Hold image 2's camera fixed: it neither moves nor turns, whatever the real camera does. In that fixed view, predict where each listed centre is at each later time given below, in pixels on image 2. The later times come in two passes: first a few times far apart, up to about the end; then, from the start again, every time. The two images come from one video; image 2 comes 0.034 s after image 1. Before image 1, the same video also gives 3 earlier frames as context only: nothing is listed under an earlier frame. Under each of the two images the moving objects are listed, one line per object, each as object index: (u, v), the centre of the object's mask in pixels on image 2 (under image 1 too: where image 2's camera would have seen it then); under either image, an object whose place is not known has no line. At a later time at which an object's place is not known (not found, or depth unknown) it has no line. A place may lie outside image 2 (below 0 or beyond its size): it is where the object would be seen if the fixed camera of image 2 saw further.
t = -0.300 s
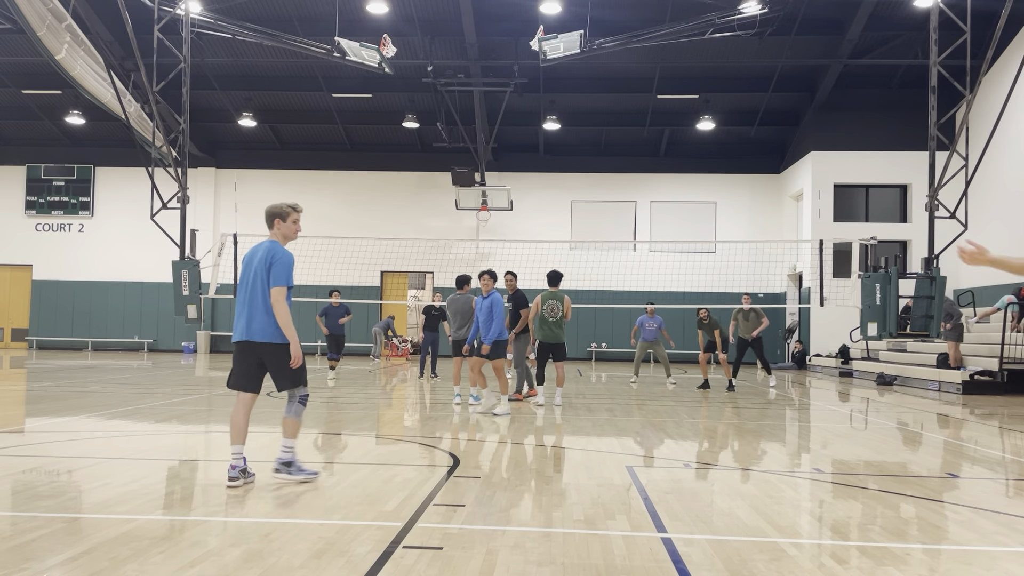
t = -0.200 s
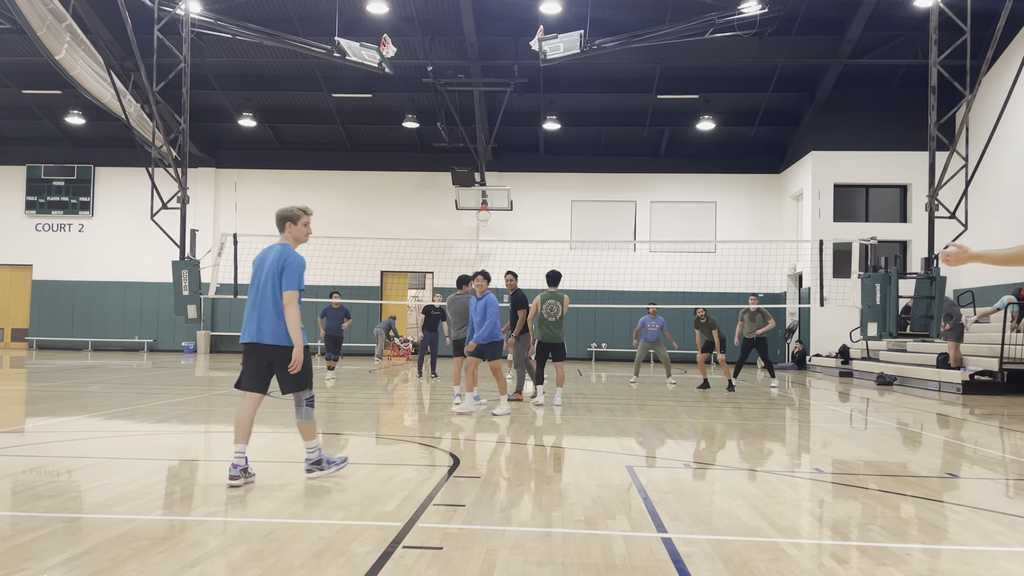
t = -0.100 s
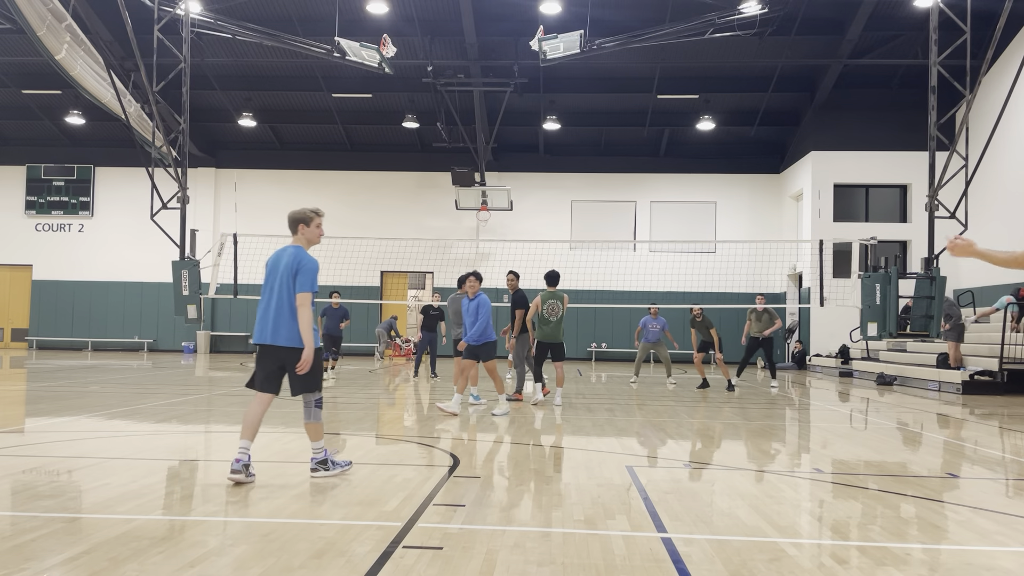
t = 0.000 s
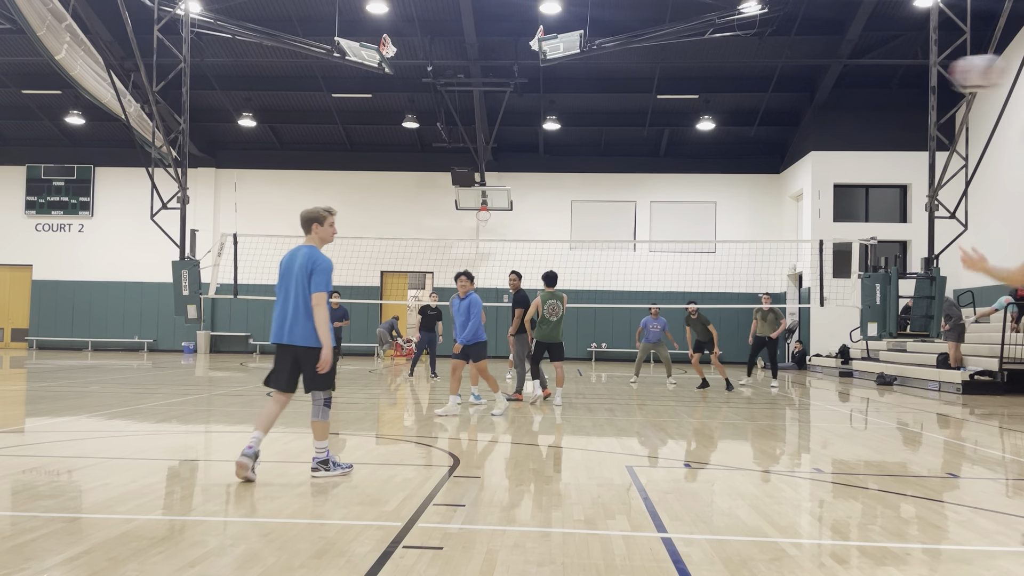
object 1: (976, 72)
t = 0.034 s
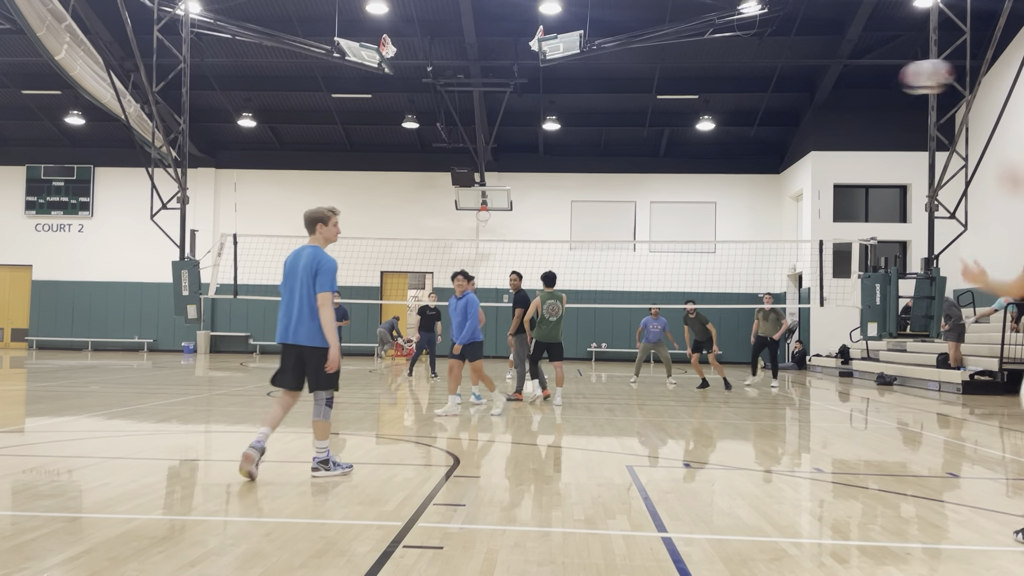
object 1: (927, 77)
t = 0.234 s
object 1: (738, 106)
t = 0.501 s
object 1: (622, 158)
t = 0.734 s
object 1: (564, 209)
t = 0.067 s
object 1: (883, 80)
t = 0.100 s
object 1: (845, 85)
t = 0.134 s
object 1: (813, 90)
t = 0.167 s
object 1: (785, 95)
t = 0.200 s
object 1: (760, 101)
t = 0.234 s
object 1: (738, 106)
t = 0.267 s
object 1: (719, 111)
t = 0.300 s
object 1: (700, 117)
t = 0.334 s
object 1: (684, 124)
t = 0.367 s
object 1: (670, 131)
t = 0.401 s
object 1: (657, 138)
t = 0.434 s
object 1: (644, 144)
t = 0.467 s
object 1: (633, 151)
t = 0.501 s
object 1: (622, 158)
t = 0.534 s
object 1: (612, 165)
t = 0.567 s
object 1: (603, 171)
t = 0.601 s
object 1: (594, 179)
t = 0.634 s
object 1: (585, 187)
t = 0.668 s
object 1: (578, 194)
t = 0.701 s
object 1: (571, 202)
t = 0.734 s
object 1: (564, 209)
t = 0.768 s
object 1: (556, 217)
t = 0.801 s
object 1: (550, 224)
